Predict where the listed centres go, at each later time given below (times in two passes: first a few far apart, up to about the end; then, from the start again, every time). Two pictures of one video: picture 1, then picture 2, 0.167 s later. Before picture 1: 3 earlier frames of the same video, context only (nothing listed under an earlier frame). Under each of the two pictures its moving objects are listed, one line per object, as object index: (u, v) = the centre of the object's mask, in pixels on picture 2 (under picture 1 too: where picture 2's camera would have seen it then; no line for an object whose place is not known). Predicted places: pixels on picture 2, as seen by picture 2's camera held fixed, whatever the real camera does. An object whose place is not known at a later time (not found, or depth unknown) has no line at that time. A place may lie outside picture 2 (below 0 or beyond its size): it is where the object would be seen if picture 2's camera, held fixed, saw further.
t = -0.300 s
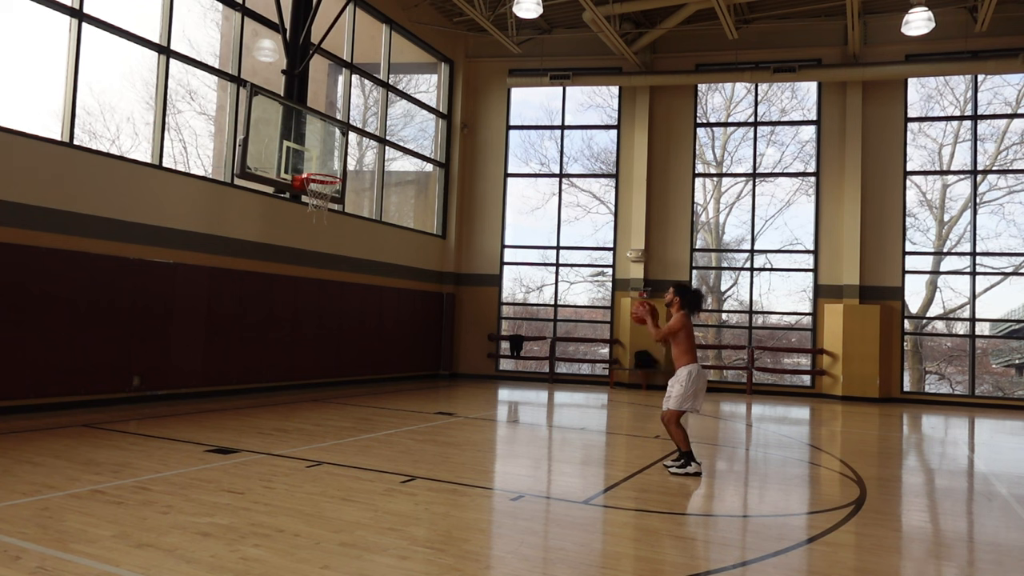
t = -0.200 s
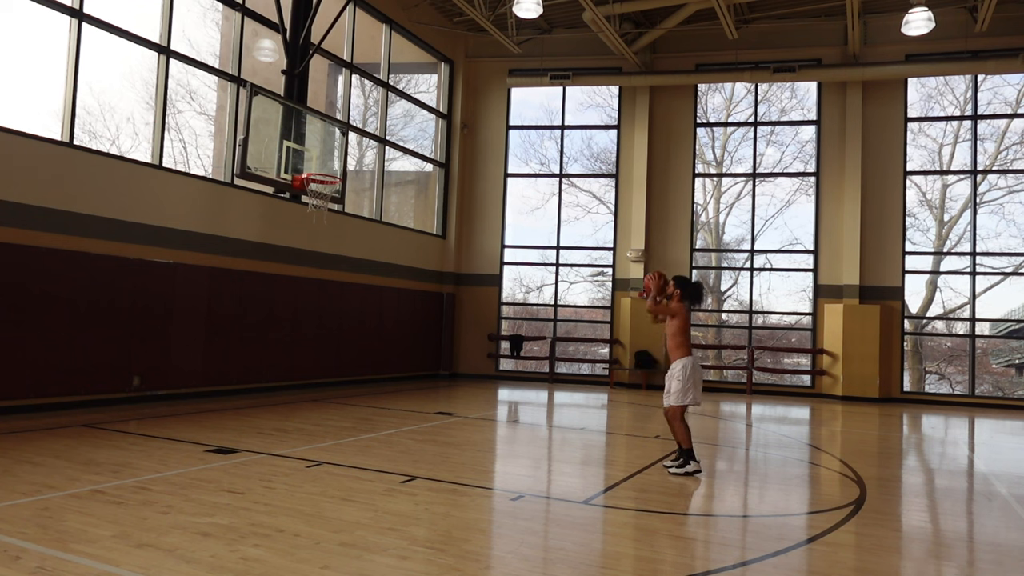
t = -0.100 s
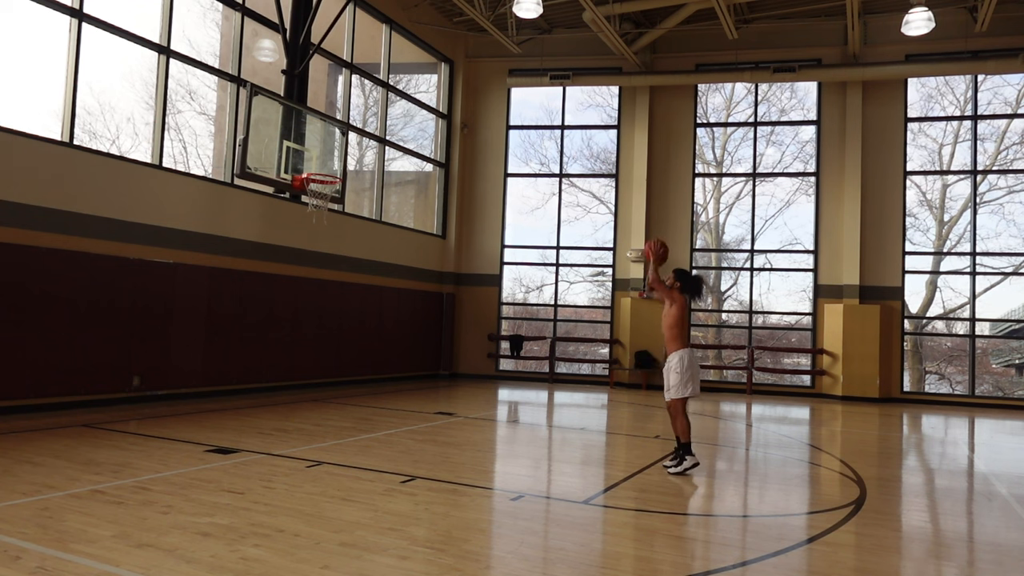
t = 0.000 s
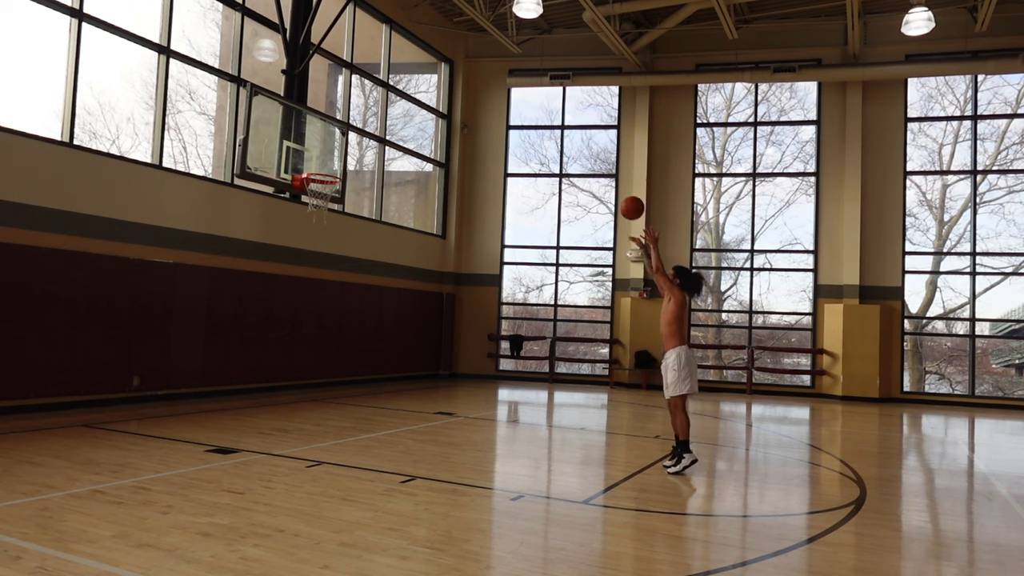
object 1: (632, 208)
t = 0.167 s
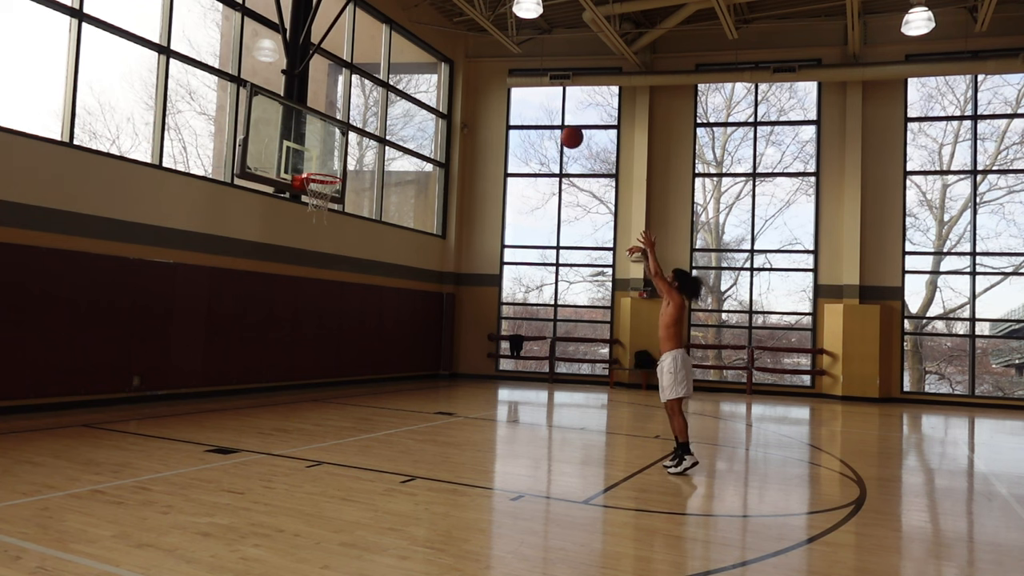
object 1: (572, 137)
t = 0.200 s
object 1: (560, 127)
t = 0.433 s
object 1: (484, 85)
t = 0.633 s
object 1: (425, 89)
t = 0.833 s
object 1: (370, 124)
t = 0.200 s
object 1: (560, 127)
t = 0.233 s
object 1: (549, 117)
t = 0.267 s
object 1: (538, 109)
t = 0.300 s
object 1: (527, 102)
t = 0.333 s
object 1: (516, 96)
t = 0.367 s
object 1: (505, 92)
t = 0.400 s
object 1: (495, 88)
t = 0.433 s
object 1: (484, 85)
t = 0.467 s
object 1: (474, 83)
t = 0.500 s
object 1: (464, 83)
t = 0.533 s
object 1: (455, 83)
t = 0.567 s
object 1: (445, 84)
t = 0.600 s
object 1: (435, 86)
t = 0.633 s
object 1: (425, 89)
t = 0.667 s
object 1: (416, 93)
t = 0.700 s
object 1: (407, 97)
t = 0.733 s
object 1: (397, 103)
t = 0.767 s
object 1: (388, 109)
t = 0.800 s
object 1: (379, 116)
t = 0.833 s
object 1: (370, 124)
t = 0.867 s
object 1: (361, 132)
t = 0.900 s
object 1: (352, 142)
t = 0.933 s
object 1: (343, 152)
